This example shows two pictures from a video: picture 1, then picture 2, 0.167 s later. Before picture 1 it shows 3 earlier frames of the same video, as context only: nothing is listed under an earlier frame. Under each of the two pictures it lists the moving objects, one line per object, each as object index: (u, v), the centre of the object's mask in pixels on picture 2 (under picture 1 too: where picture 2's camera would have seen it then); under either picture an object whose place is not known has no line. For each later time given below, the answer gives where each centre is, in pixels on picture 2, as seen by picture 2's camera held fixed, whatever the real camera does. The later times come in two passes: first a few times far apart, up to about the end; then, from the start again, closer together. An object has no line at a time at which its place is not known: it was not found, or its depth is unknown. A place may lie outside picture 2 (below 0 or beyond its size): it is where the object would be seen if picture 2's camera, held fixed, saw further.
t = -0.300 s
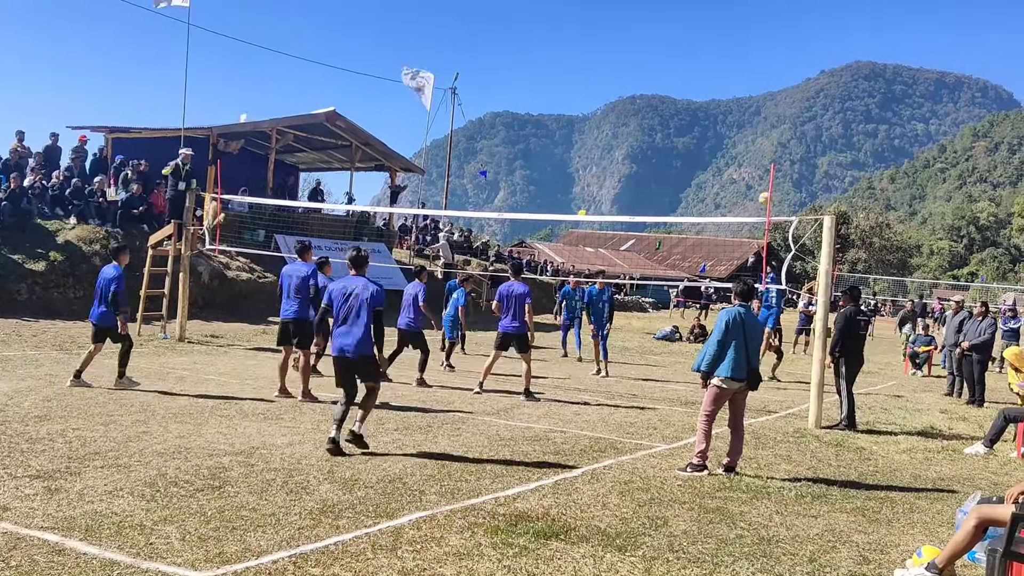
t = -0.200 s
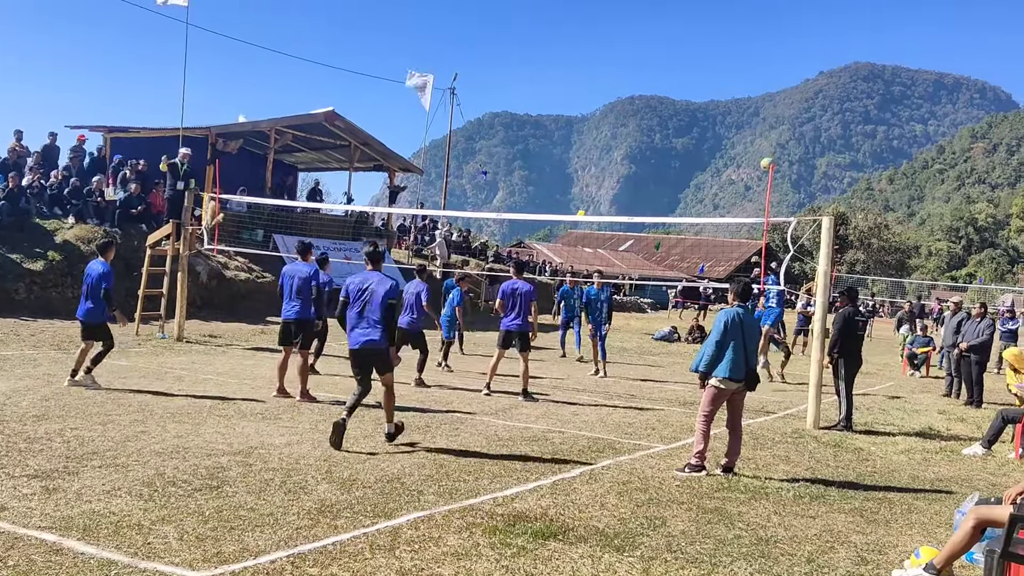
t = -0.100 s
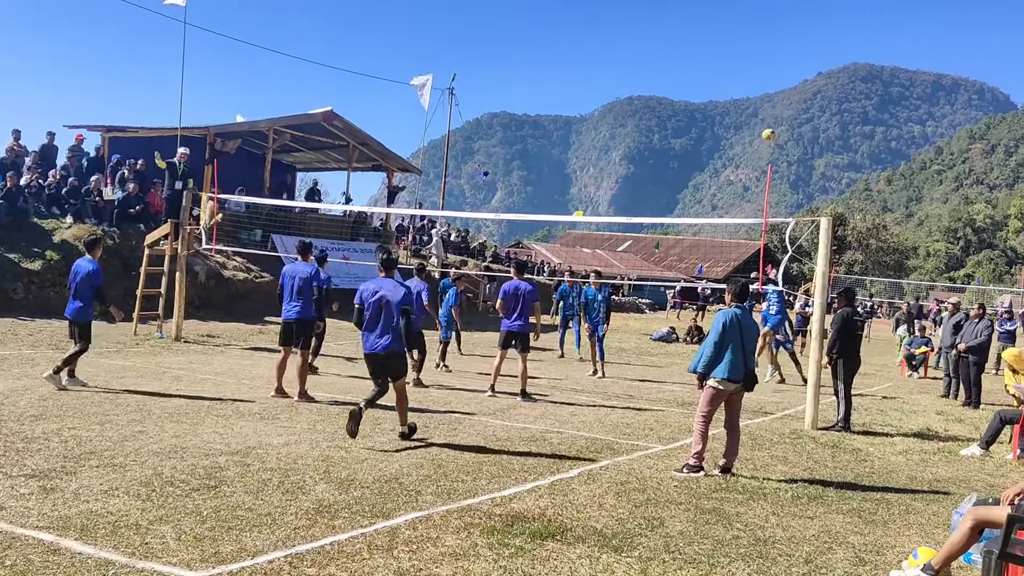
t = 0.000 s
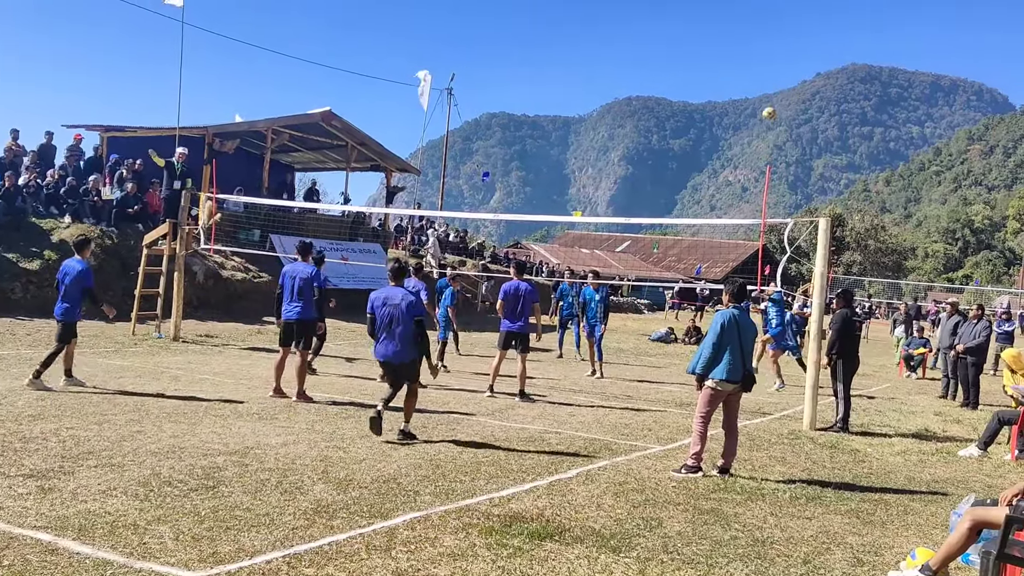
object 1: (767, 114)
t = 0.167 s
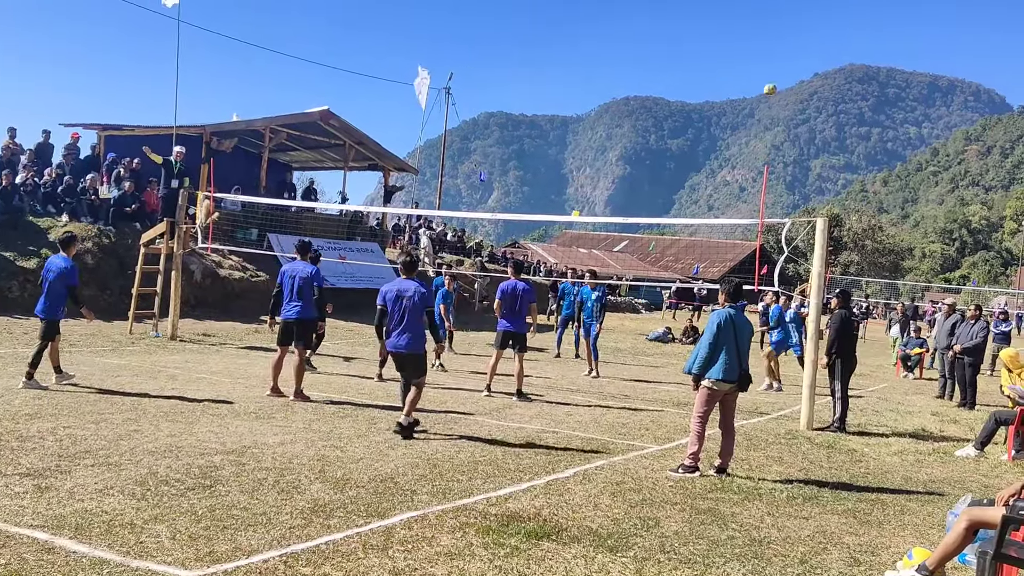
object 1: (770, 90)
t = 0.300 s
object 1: (771, 83)
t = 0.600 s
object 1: (768, 105)
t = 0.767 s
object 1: (764, 139)
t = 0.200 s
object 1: (770, 87)
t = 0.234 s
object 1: (770, 86)
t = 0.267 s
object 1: (771, 84)
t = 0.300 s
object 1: (771, 83)
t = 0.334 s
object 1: (771, 83)
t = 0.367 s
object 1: (771, 84)
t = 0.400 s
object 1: (771, 85)
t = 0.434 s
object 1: (771, 87)
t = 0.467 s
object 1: (770, 88)
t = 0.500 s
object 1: (770, 92)
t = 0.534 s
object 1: (770, 96)
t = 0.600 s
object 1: (768, 105)
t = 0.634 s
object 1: (767, 110)
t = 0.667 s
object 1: (767, 116)
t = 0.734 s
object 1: (765, 131)
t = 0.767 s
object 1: (764, 139)
